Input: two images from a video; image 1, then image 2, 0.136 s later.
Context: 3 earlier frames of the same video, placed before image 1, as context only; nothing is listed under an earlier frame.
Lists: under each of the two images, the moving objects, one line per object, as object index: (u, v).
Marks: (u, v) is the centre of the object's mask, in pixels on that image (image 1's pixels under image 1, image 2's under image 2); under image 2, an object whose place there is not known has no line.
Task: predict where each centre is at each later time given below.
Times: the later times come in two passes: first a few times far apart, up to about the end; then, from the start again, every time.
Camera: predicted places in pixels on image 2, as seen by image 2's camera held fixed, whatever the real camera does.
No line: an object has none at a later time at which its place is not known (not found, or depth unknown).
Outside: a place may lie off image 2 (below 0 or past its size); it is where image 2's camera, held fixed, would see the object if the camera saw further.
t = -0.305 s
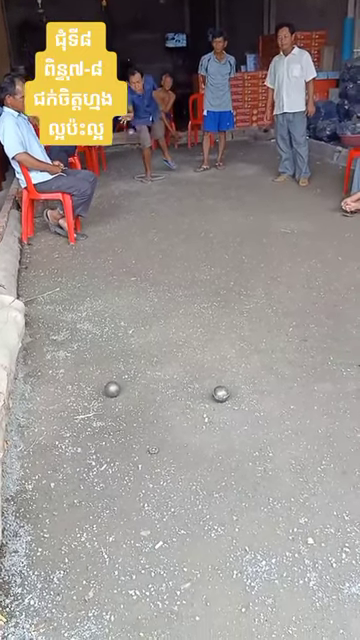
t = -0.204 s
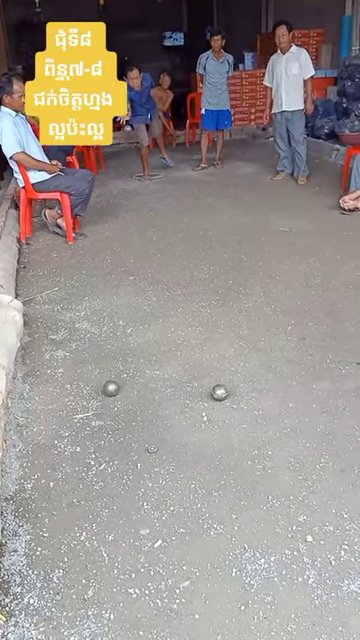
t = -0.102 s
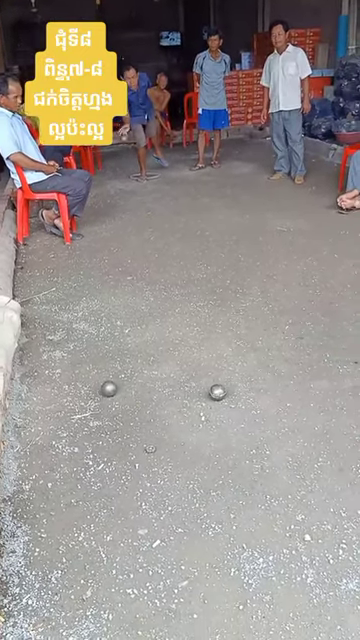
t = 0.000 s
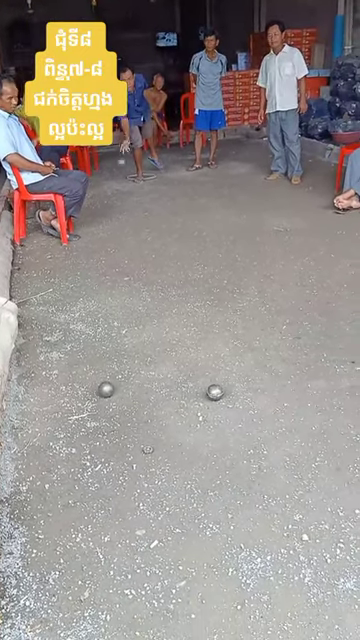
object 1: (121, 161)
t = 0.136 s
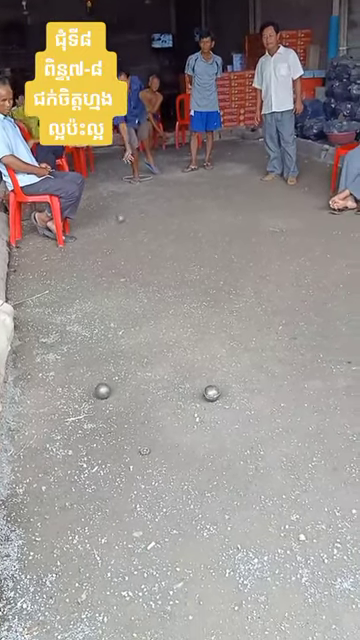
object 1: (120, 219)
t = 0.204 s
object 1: (122, 248)
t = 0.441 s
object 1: (124, 266)
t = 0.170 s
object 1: (121, 237)
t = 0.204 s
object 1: (122, 248)
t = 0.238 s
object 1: (122, 249)
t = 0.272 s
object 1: (122, 249)
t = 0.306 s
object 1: (122, 252)
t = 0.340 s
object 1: (123, 257)
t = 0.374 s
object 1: (124, 262)
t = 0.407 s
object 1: (124, 264)
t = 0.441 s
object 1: (124, 266)
